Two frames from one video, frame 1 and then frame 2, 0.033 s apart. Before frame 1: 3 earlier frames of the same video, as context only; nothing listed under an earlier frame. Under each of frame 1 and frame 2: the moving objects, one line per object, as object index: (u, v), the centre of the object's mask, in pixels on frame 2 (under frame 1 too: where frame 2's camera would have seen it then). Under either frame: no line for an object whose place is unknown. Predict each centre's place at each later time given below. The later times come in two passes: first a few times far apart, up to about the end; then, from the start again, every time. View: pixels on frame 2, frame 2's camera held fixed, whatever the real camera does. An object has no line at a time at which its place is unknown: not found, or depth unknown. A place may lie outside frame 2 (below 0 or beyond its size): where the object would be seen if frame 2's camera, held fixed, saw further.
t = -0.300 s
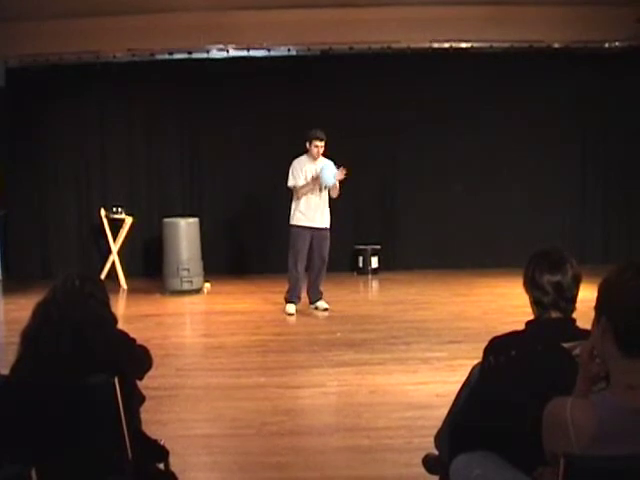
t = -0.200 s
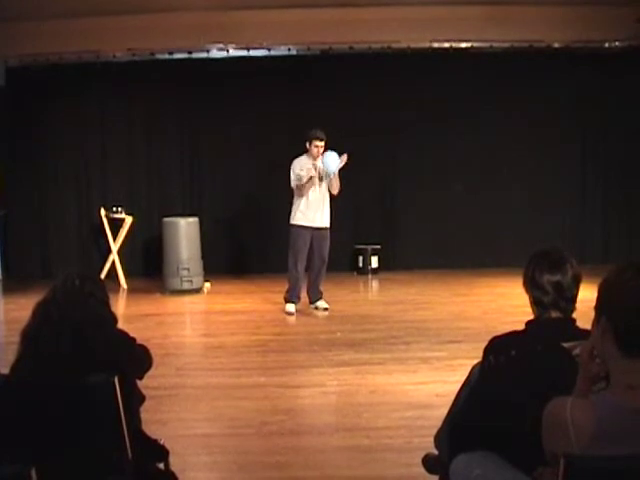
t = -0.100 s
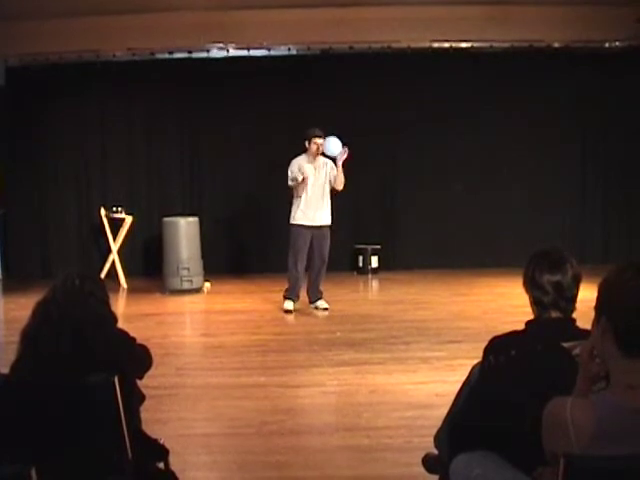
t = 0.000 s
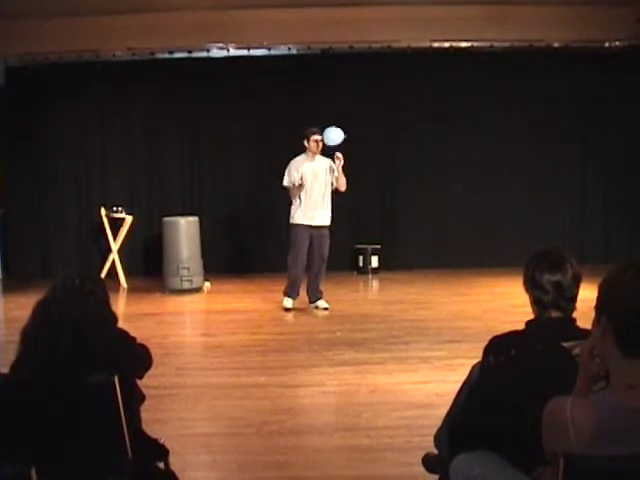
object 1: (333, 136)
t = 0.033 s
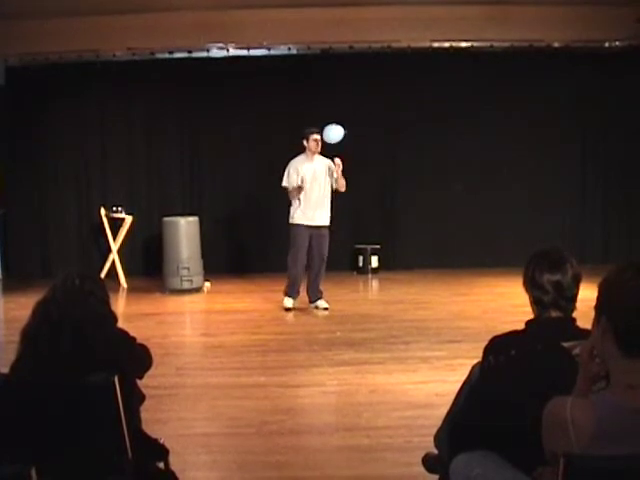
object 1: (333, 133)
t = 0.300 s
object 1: (335, 125)
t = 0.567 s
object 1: (338, 133)
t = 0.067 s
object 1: (334, 131)
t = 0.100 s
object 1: (334, 129)
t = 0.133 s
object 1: (334, 127)
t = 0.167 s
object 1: (334, 126)
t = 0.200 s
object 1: (334, 125)
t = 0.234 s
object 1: (335, 125)
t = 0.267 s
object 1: (335, 125)
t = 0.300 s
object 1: (335, 125)
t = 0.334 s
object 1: (335, 125)
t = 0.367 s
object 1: (335, 125)
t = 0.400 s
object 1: (336, 126)
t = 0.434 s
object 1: (336, 127)
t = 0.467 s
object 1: (337, 128)
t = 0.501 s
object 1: (337, 129)
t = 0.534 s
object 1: (337, 131)
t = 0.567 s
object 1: (338, 133)
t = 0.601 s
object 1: (338, 135)
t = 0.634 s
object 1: (338, 138)
